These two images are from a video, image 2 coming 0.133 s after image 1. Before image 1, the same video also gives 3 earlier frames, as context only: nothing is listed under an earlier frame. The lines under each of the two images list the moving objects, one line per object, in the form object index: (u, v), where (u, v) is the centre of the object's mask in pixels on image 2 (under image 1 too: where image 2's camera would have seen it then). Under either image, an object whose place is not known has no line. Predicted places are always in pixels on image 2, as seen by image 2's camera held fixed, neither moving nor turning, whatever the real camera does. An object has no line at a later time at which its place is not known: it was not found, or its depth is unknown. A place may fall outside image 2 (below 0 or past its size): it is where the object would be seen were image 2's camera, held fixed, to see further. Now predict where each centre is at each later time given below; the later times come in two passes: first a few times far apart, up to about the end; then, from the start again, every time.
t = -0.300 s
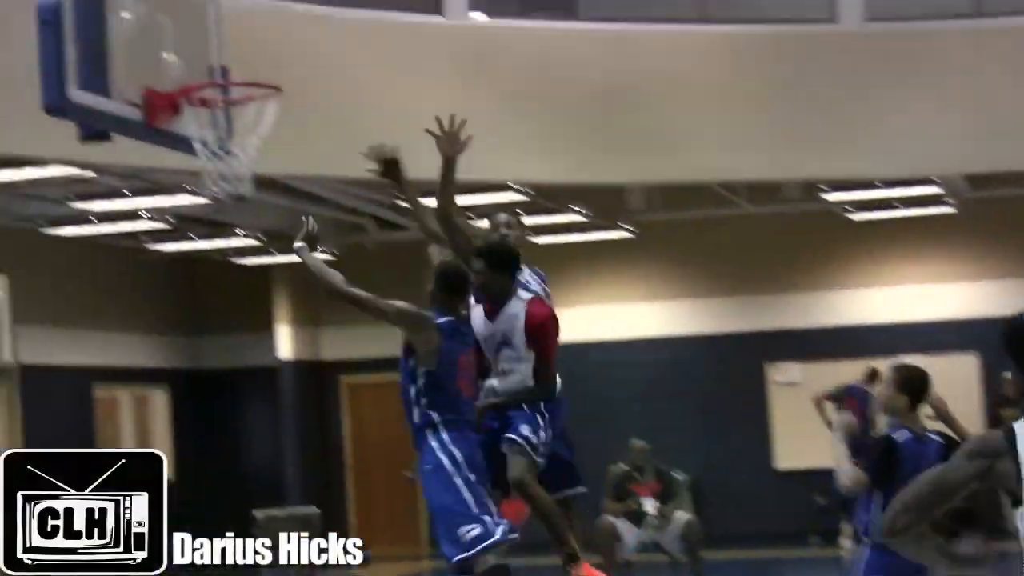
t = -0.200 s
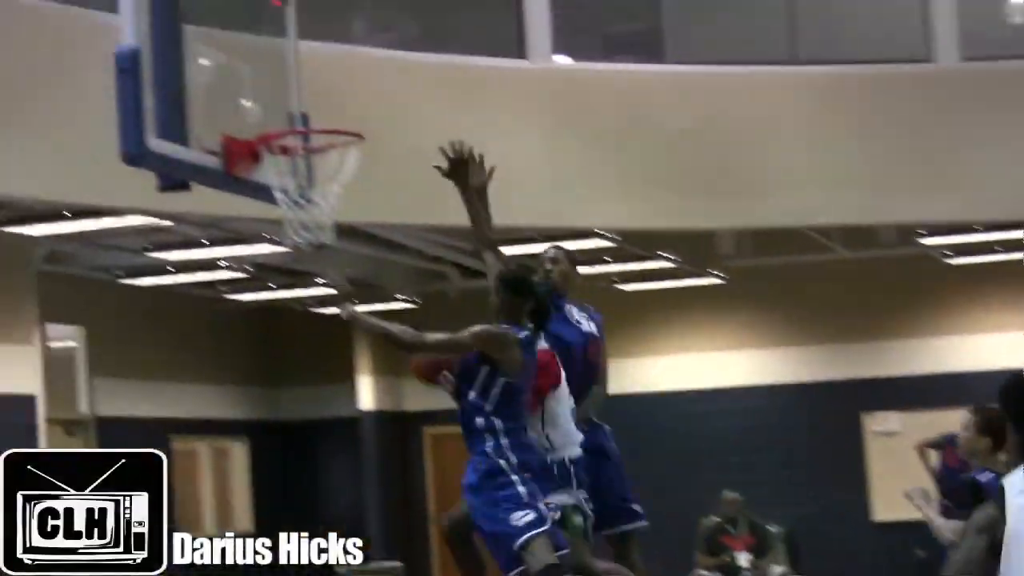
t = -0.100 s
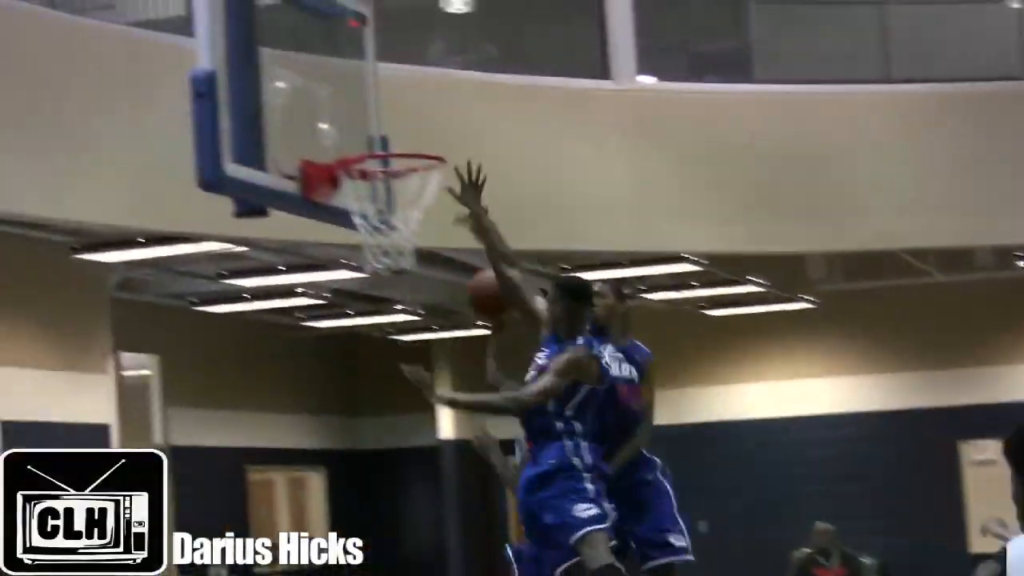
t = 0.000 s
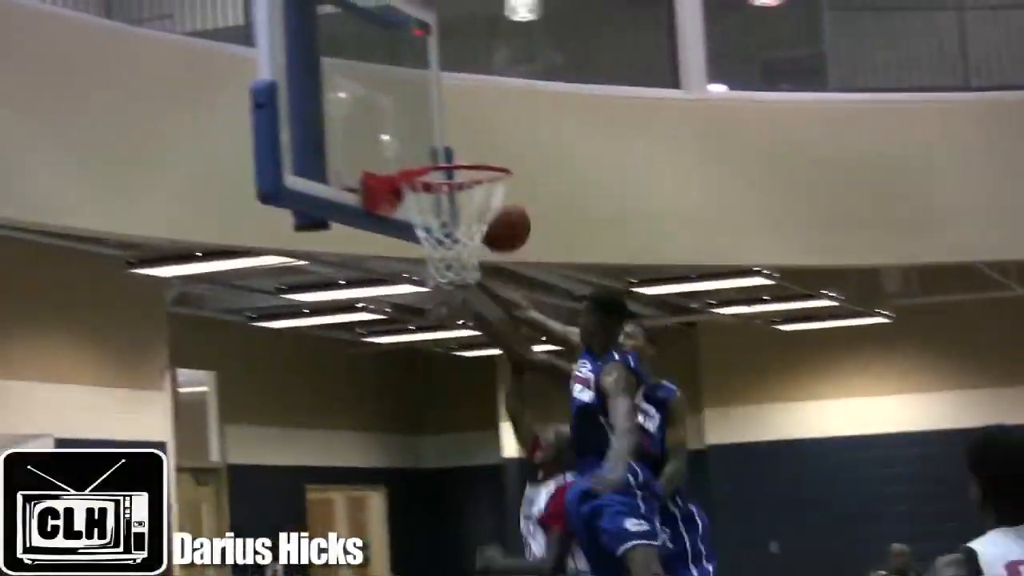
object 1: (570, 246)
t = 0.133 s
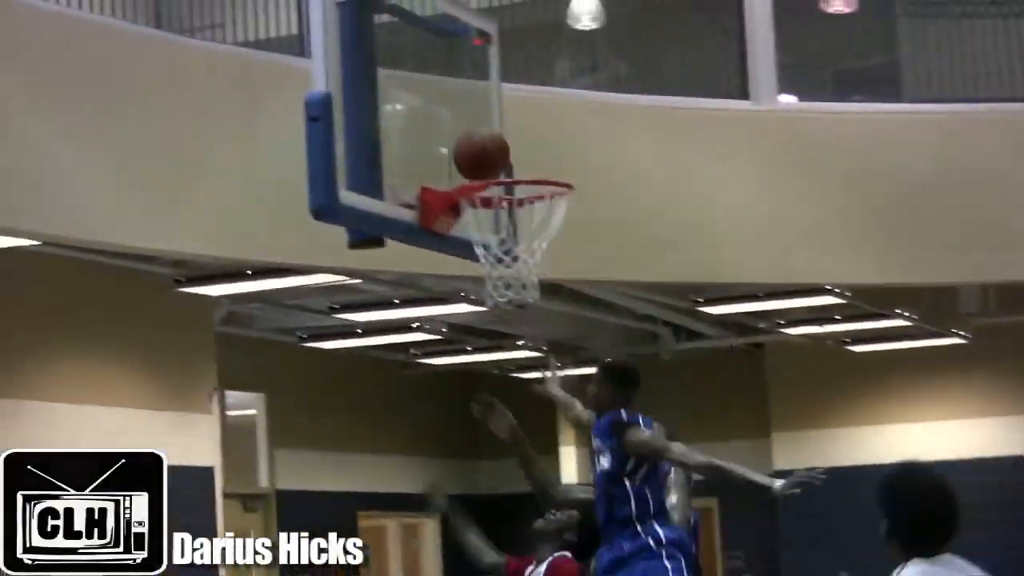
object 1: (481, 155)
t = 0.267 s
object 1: (487, 121)
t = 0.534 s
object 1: (547, 185)
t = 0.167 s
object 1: (469, 140)
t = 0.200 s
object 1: (475, 131)
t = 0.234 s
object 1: (481, 125)
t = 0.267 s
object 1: (487, 121)
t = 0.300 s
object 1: (494, 120)
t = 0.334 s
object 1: (500, 121)
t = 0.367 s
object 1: (508, 124)
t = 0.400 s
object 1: (515, 131)
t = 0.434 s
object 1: (522, 140)
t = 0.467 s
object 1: (530, 152)
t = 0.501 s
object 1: (538, 166)
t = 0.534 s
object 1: (547, 185)
